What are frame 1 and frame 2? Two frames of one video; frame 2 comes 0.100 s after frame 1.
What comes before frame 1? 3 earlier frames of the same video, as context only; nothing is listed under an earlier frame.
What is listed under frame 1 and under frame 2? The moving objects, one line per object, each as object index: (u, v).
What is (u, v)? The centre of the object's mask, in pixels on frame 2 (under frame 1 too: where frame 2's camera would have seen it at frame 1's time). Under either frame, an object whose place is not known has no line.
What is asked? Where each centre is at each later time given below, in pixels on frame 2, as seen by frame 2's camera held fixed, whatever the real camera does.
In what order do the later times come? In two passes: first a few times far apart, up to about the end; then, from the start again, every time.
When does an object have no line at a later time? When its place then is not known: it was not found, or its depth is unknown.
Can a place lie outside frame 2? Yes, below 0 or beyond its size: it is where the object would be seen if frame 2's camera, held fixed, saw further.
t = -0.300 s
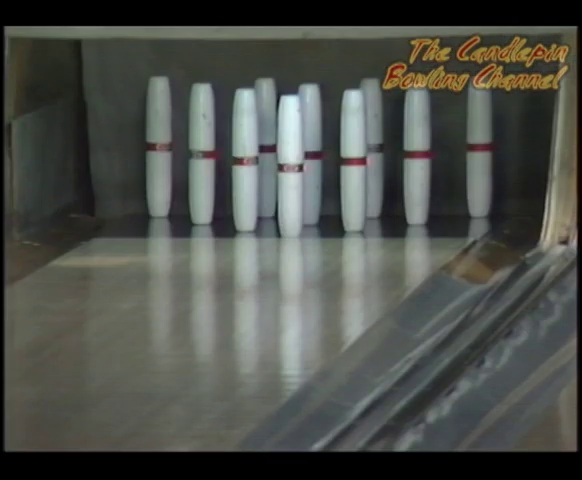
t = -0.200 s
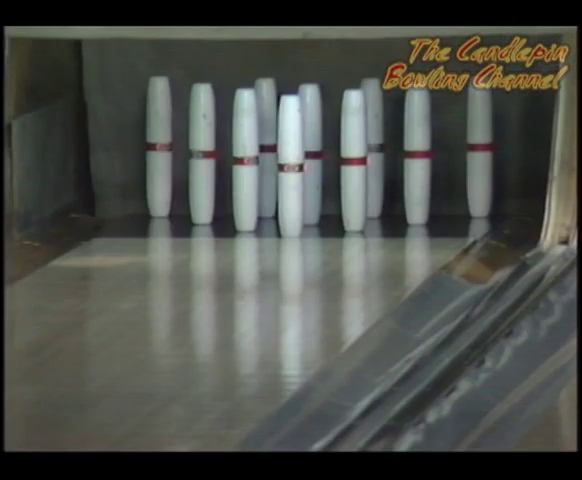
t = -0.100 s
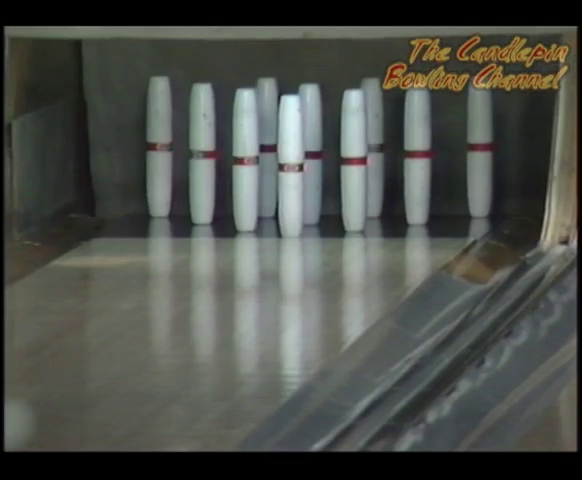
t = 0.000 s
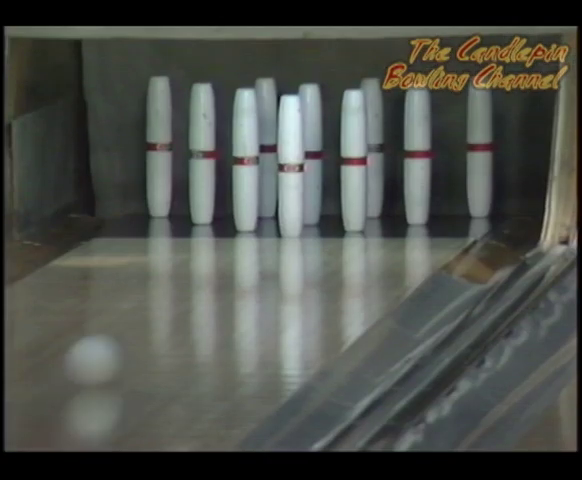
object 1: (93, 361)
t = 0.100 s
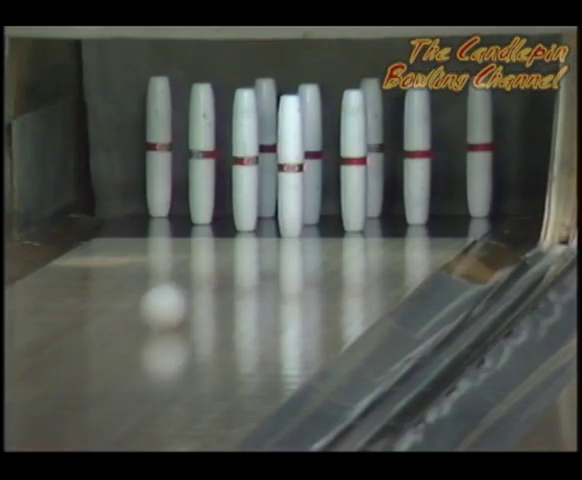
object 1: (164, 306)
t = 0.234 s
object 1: (243, 244)
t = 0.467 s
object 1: (282, 198)
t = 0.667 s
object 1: (307, 206)
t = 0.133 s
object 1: (187, 290)
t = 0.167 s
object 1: (206, 274)
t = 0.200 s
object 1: (227, 259)
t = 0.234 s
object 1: (243, 244)
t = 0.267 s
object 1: (263, 230)
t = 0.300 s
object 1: (276, 219)
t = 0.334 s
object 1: (275, 214)
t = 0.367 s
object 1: (282, 208)
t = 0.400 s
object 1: (286, 204)
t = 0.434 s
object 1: (281, 201)
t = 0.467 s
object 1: (282, 198)
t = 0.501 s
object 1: (286, 196)
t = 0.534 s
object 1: (290, 194)
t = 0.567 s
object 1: (295, 193)
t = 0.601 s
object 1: (299, 196)
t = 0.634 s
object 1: (302, 201)
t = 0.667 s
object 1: (307, 206)
